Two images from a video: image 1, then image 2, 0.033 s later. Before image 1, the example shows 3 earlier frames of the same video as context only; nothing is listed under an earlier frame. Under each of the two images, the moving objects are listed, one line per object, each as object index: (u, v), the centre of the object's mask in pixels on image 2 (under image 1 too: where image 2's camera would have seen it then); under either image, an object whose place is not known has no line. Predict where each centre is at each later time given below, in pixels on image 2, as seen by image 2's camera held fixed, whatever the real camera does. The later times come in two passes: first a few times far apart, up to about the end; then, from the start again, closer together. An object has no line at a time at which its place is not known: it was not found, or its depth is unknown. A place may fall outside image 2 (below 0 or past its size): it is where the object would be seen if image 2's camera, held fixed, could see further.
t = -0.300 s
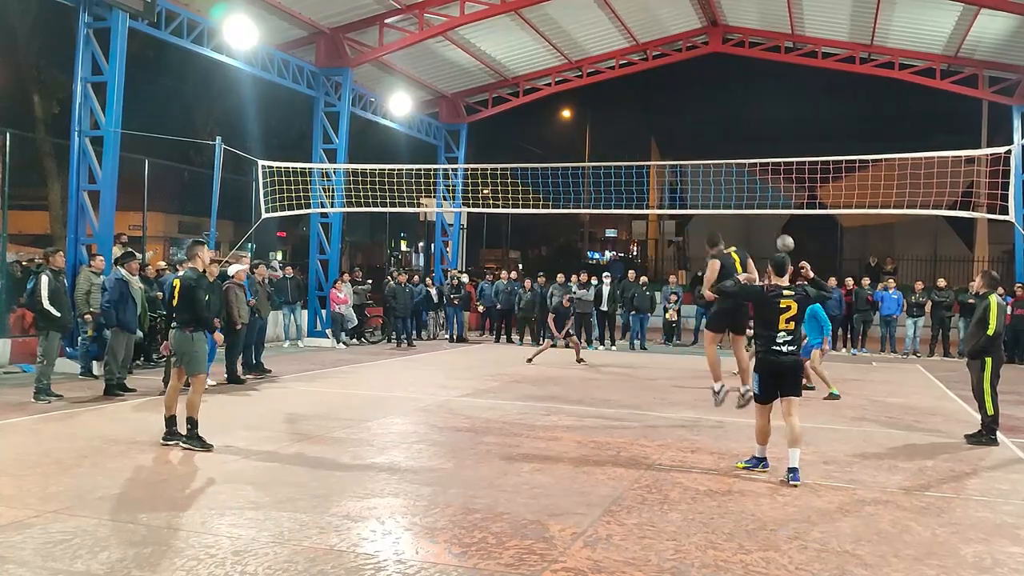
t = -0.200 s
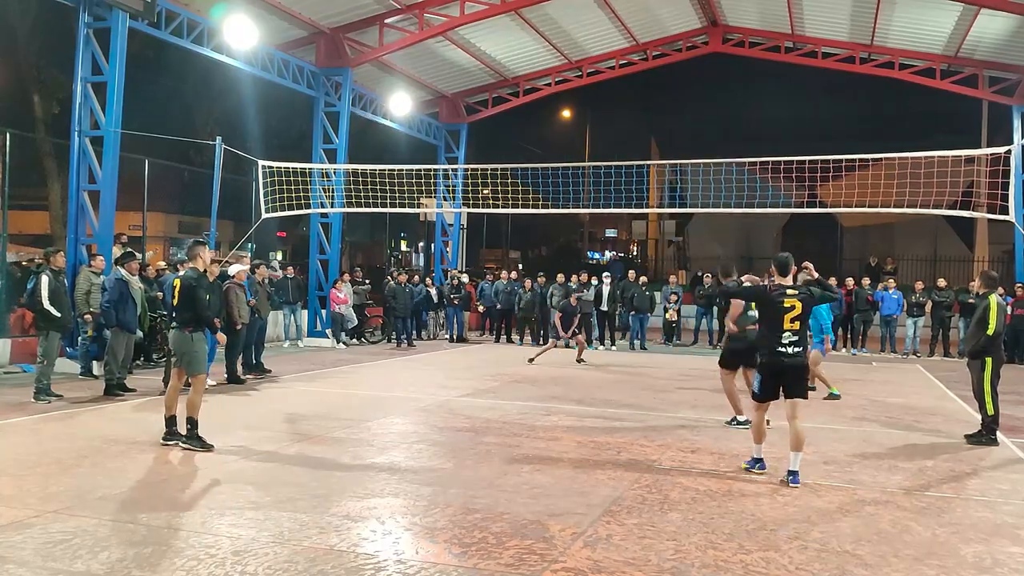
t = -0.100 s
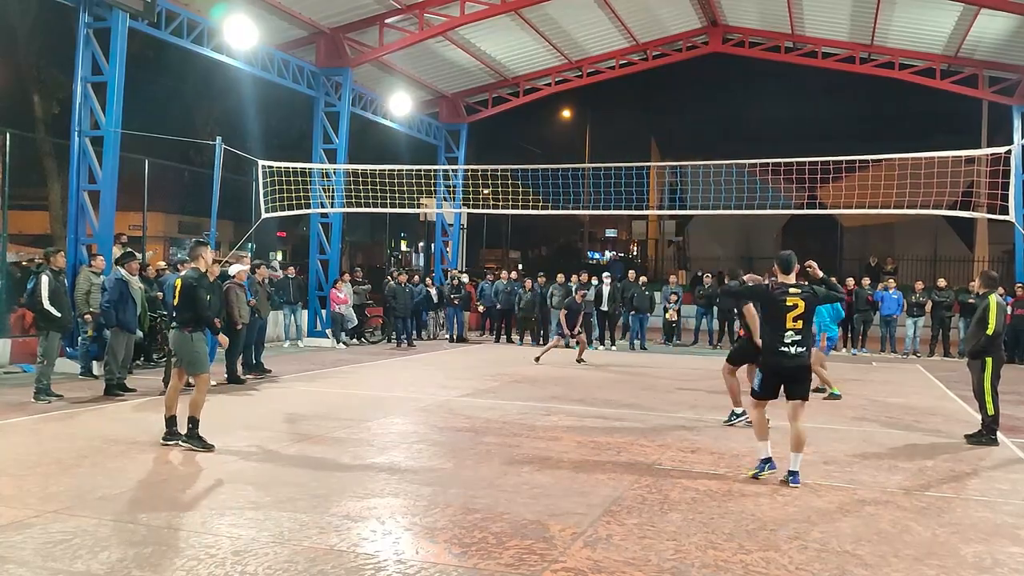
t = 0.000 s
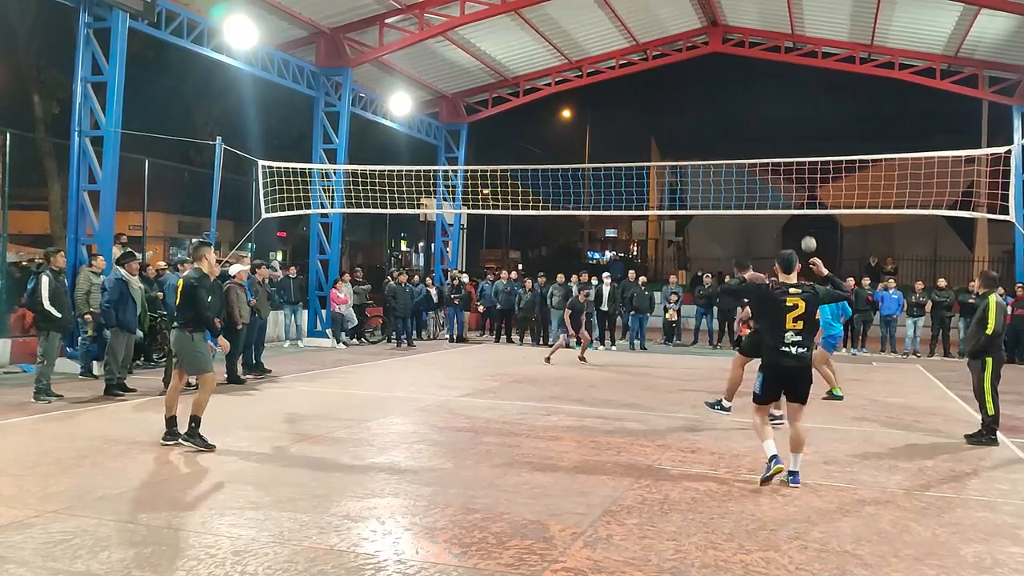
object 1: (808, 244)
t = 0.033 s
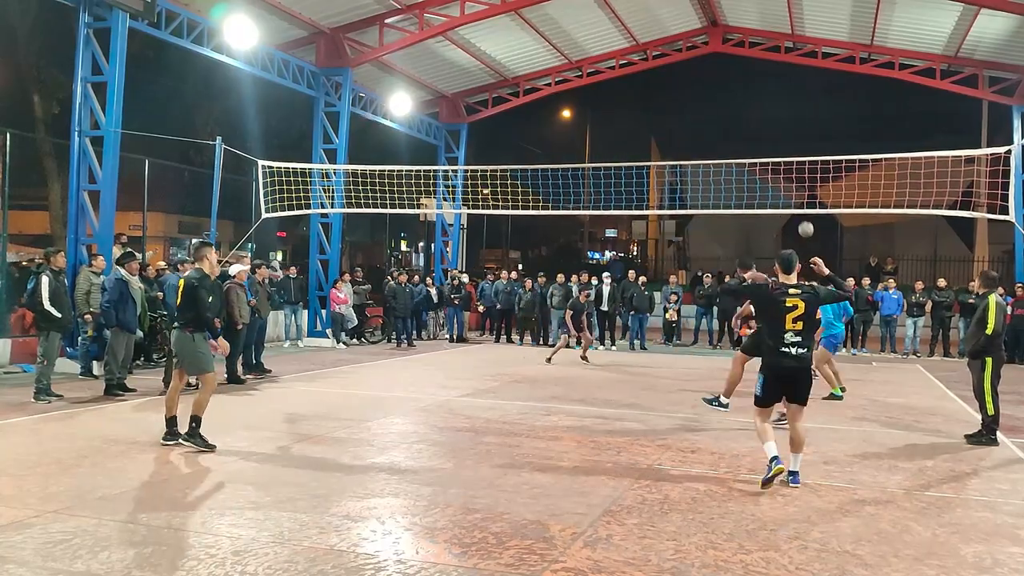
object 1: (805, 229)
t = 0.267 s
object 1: (786, 143)
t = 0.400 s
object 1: (775, 110)
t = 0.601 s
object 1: (757, 80)
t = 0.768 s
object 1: (741, 74)
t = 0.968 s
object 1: (722, 89)
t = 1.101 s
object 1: (709, 112)
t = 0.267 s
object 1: (786, 143)
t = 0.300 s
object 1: (783, 134)
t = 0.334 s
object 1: (781, 125)
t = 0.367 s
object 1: (778, 117)
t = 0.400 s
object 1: (775, 110)
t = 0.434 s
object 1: (771, 104)
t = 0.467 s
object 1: (768, 97)
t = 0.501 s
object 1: (766, 92)
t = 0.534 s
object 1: (763, 88)
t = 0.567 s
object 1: (760, 84)
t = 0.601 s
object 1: (757, 80)
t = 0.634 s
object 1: (753, 78)
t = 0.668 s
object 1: (750, 76)
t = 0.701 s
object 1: (747, 75)
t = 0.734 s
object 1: (744, 74)
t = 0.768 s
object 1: (741, 74)
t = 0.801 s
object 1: (738, 75)
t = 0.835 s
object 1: (735, 76)
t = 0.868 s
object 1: (732, 79)
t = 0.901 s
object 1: (729, 82)
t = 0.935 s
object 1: (725, 85)
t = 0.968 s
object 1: (722, 89)
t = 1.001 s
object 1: (719, 94)
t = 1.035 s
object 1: (716, 99)
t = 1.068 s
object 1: (713, 105)
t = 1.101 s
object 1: (709, 112)
